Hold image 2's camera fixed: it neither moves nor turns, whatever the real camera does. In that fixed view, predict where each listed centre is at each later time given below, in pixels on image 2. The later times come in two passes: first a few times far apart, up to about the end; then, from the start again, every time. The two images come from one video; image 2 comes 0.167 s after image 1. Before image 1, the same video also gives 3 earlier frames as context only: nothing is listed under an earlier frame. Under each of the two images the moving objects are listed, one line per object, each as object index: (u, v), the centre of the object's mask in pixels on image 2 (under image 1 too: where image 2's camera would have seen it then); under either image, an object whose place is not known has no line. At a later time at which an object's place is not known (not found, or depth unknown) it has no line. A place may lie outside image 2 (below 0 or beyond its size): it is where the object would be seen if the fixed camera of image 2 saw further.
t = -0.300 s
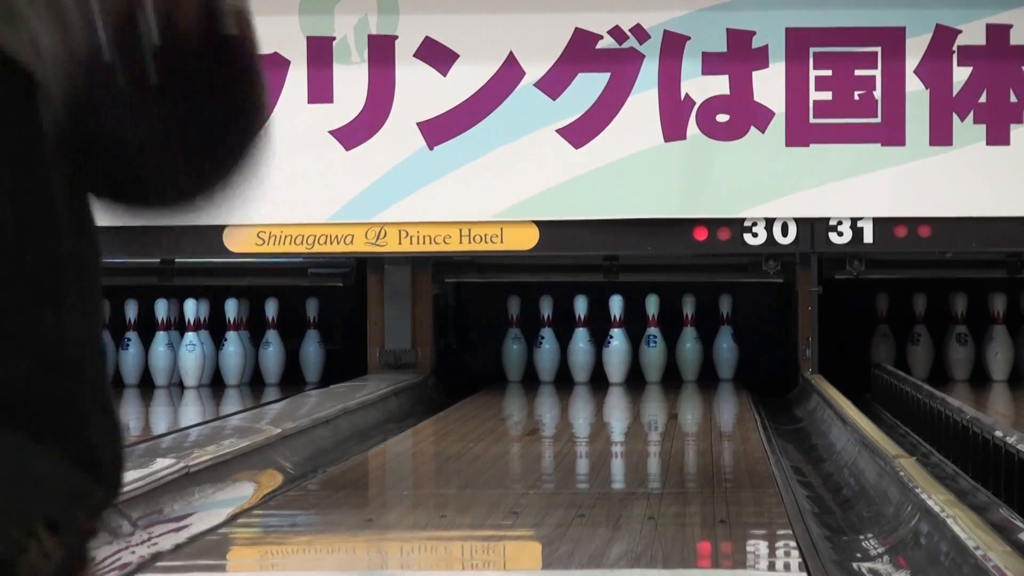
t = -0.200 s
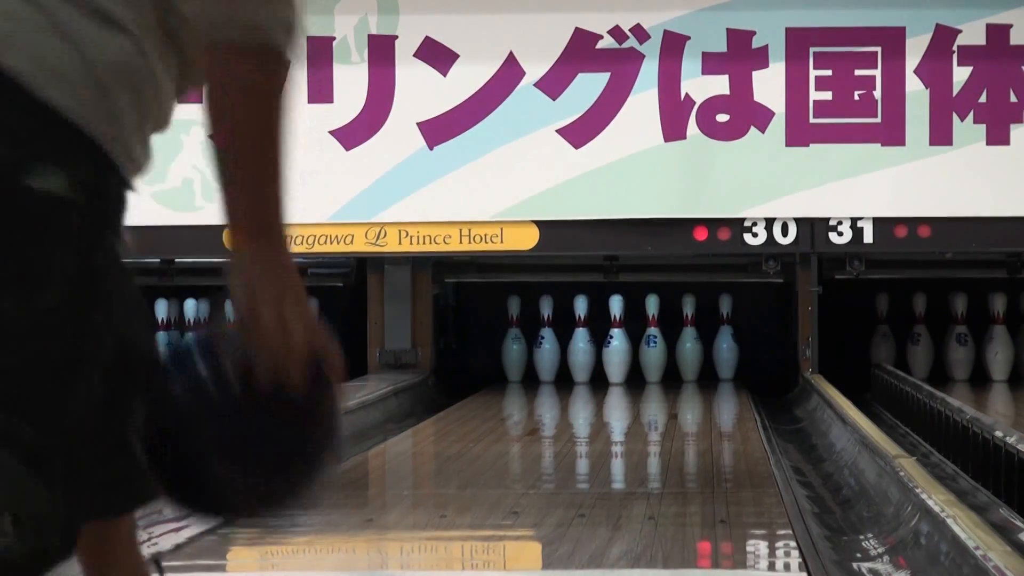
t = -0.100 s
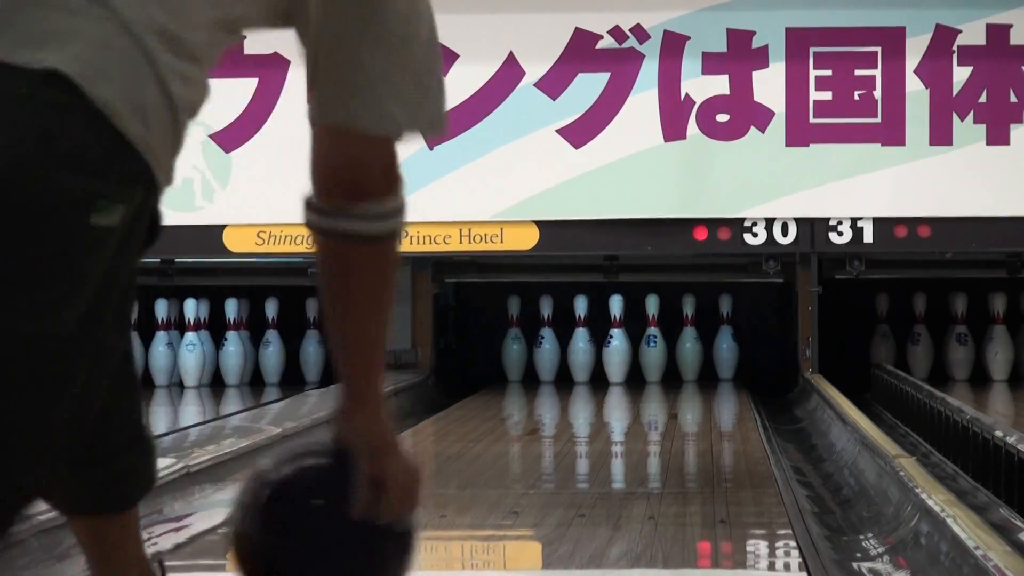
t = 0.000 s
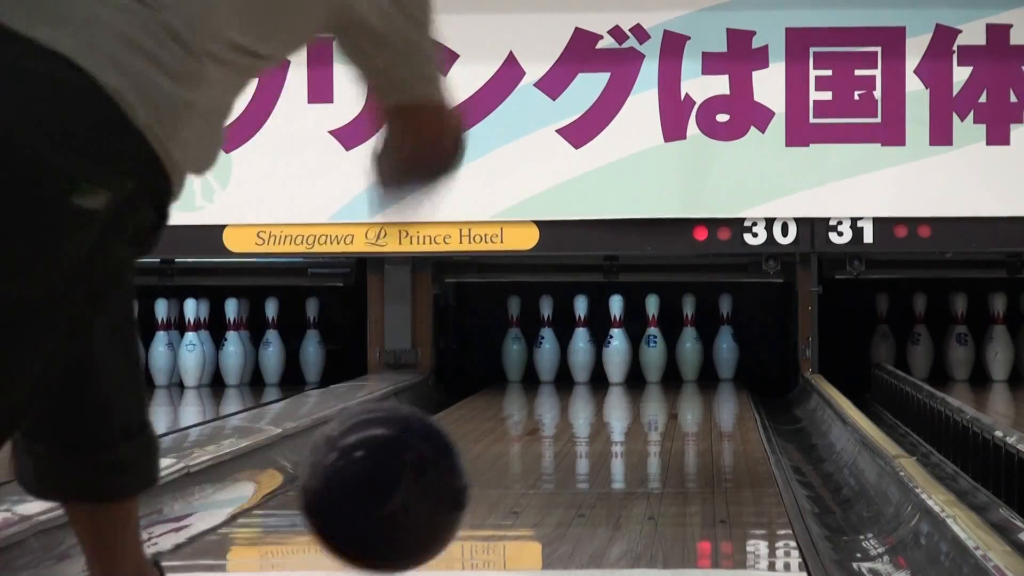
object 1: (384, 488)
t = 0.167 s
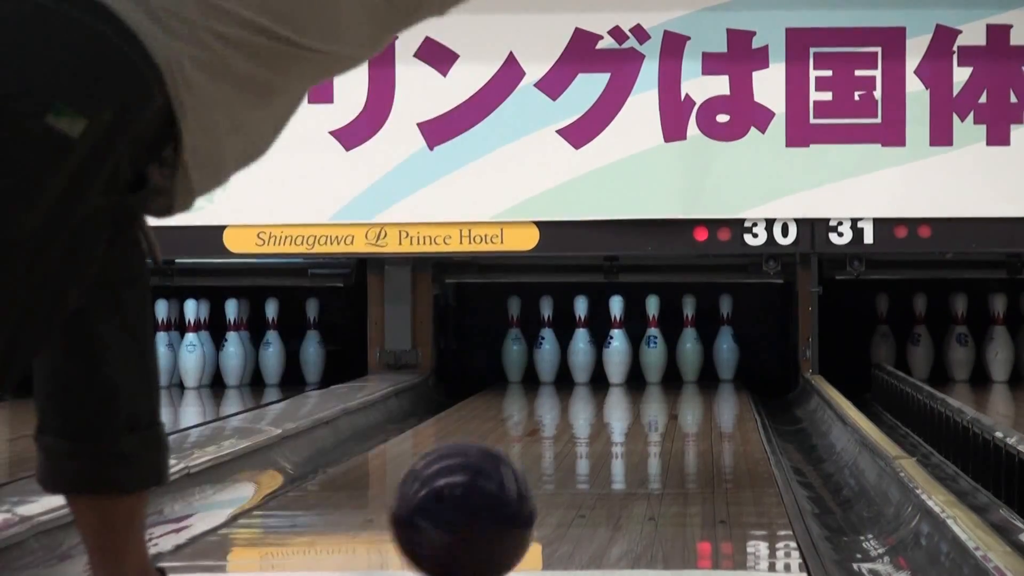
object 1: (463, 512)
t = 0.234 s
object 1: (488, 502)
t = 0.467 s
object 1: (558, 473)
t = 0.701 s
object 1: (606, 446)
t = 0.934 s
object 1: (641, 426)
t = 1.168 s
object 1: (667, 411)
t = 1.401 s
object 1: (686, 398)
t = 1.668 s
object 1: (700, 386)
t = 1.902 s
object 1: (702, 377)
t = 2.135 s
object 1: (696, 371)
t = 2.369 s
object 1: (680, 365)
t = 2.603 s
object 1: (656, 361)
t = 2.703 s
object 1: (651, 358)
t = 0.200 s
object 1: (476, 504)
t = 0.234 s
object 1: (488, 502)
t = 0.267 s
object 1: (500, 502)
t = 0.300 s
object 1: (510, 495)
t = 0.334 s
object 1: (520, 491)
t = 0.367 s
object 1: (531, 487)
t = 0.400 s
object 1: (540, 482)
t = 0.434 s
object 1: (549, 477)
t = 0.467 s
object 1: (558, 473)
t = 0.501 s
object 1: (566, 468)
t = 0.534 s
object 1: (573, 464)
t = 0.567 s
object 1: (580, 461)
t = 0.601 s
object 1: (586, 456)
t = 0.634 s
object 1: (593, 453)
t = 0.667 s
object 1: (599, 450)
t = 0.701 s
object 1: (606, 446)
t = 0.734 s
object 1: (612, 442)
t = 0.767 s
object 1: (617, 439)
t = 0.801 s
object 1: (622, 437)
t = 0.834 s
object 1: (627, 434)
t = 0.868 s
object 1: (632, 432)
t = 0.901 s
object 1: (636, 429)
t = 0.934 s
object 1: (641, 426)
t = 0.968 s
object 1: (645, 423)
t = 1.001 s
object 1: (650, 422)
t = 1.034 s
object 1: (653, 419)
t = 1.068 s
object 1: (657, 417)
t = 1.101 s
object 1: (661, 415)
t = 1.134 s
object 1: (664, 413)
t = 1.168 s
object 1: (667, 411)
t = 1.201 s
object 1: (671, 409)
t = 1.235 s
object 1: (673, 407)
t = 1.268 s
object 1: (676, 405)
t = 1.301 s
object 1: (679, 403)
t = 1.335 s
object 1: (682, 401)
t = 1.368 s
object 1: (684, 399)
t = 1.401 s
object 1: (686, 398)
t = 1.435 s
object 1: (689, 396)
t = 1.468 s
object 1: (691, 394)
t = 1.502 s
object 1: (693, 393)
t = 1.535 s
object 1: (695, 391)
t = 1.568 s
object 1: (696, 390)
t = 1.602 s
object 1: (698, 388)
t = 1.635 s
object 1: (699, 387)
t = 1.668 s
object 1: (700, 386)
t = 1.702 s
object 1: (701, 384)
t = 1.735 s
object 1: (702, 383)
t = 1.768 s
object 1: (703, 382)
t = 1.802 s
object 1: (703, 380)
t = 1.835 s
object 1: (702, 379)
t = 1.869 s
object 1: (702, 378)
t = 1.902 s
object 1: (702, 377)
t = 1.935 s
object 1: (702, 376)
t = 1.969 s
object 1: (701, 375)
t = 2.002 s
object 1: (701, 375)
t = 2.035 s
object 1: (700, 373)
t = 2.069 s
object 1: (698, 373)
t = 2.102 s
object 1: (697, 372)
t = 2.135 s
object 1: (696, 371)
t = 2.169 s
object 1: (695, 370)
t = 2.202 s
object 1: (693, 369)
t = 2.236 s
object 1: (691, 368)
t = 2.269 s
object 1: (688, 367)
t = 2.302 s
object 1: (686, 366)
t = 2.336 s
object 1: (683, 366)
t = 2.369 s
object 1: (680, 365)
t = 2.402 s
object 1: (677, 364)
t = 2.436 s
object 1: (674, 364)
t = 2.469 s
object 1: (671, 363)
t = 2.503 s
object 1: (667, 362)
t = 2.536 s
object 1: (663, 362)
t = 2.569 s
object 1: (660, 362)
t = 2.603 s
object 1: (656, 361)
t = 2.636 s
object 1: (652, 360)
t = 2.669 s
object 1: (650, 360)
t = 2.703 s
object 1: (651, 358)
